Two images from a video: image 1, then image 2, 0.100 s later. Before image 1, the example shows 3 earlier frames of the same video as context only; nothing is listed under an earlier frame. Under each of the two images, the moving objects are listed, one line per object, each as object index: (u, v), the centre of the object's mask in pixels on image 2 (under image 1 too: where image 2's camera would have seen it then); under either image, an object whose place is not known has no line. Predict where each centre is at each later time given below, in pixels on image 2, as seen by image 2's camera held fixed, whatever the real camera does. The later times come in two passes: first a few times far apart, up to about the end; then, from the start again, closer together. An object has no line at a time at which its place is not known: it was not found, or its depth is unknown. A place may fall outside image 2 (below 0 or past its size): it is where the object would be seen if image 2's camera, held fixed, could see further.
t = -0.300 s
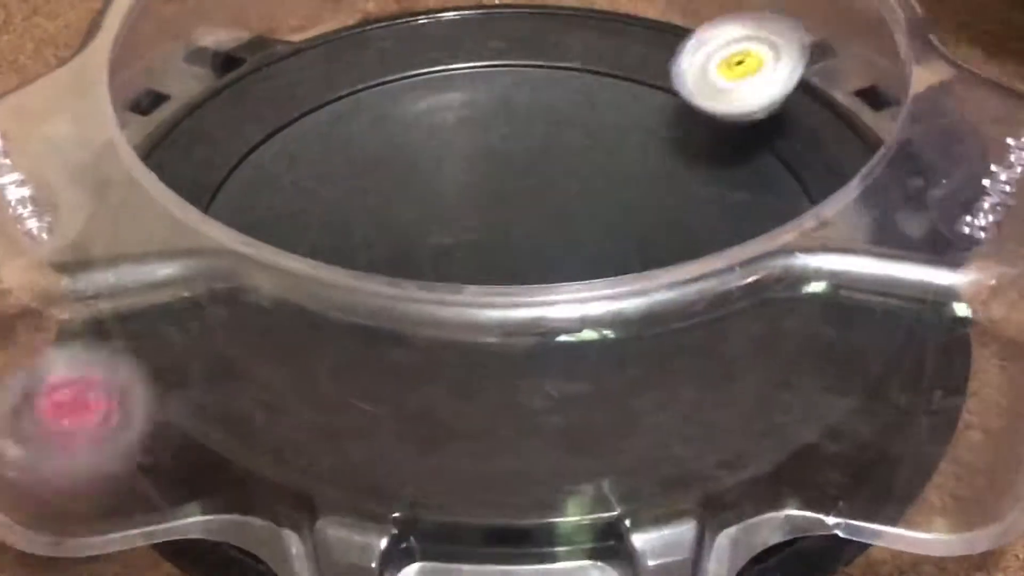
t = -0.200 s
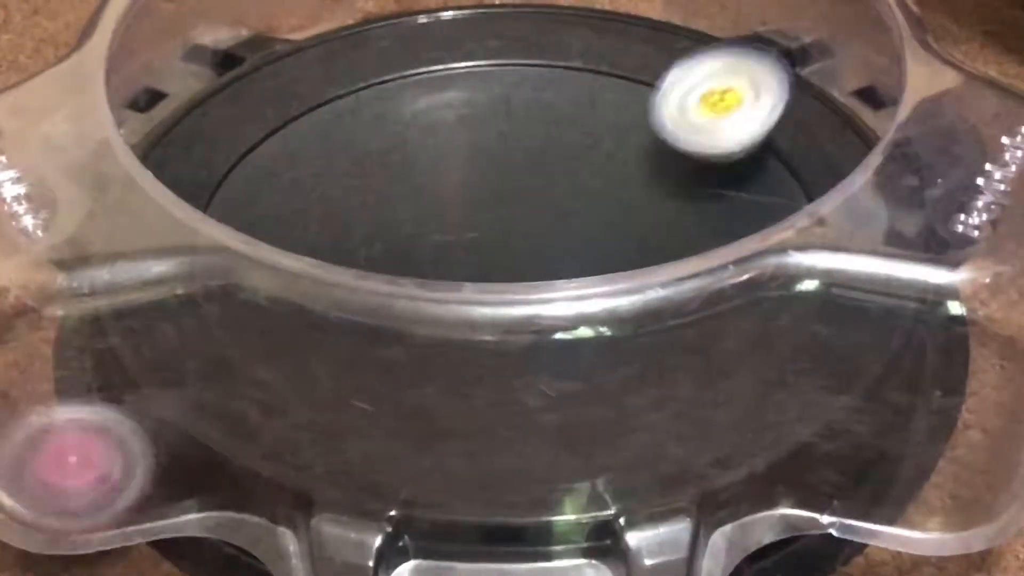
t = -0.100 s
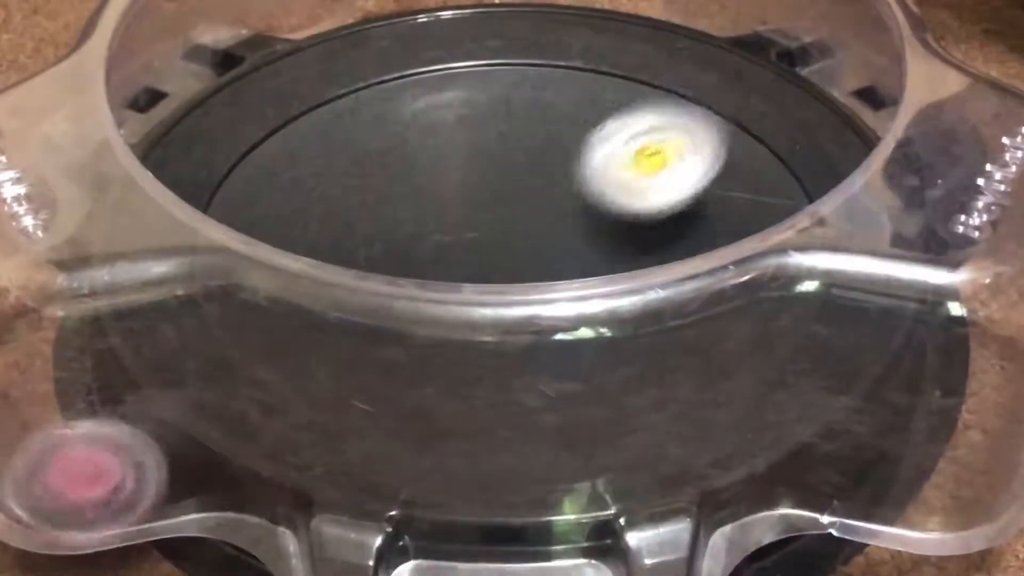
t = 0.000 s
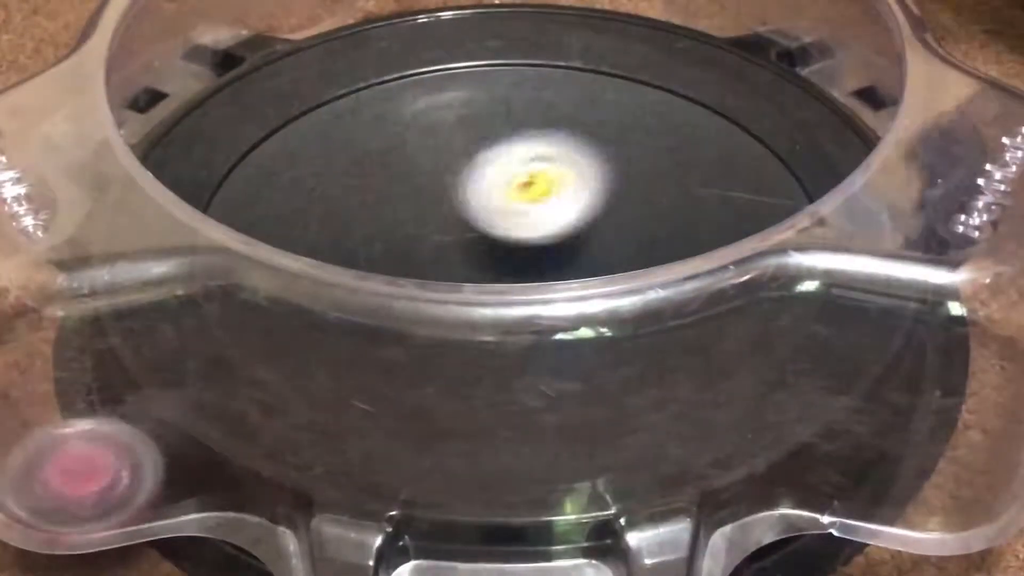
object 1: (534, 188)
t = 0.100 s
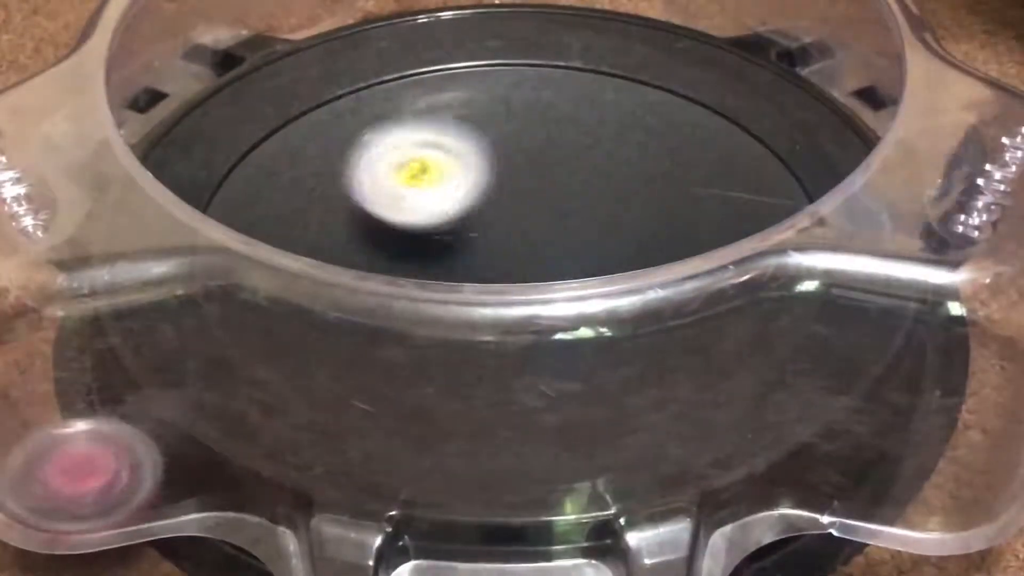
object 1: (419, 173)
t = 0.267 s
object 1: (323, 96)
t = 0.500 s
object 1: (473, 73)
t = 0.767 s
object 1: (496, 236)
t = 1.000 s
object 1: (253, 254)
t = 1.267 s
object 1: (364, 115)
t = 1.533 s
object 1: (681, 250)
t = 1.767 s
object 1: (502, 379)
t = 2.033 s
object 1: (364, 214)
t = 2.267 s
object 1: (654, 123)
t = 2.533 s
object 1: (785, 249)
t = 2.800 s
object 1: (439, 272)
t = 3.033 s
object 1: (409, 112)
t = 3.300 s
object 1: (625, 65)
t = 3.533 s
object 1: (626, 231)
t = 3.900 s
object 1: (273, 226)
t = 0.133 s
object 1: (389, 161)
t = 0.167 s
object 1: (363, 148)
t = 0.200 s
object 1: (343, 132)
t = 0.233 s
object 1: (329, 112)
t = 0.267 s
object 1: (323, 96)
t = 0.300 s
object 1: (323, 78)
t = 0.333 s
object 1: (329, 63)
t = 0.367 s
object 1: (351, 58)
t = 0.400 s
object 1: (381, 62)
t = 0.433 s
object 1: (412, 63)
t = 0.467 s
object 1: (443, 67)
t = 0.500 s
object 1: (473, 73)
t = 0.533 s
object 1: (499, 83)
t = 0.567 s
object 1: (519, 102)
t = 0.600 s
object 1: (535, 124)
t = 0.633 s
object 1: (541, 152)
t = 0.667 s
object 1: (540, 178)
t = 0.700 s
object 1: (533, 203)
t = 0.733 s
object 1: (517, 226)
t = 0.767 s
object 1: (496, 236)
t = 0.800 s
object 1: (470, 250)
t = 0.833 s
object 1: (432, 271)
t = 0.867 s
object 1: (398, 281)
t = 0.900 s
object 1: (357, 279)
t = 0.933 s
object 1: (320, 282)
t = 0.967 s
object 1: (284, 263)
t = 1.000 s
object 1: (253, 254)
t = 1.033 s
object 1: (231, 232)
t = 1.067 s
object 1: (216, 201)
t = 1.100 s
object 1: (223, 173)
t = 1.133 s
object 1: (224, 157)
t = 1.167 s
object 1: (246, 142)
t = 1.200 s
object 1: (277, 124)
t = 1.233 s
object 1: (318, 118)
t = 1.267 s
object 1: (364, 115)
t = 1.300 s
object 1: (412, 118)
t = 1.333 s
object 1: (459, 127)
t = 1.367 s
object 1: (505, 137)
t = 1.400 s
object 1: (552, 155)
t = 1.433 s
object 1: (593, 174)
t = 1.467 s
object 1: (632, 199)
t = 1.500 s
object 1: (658, 217)
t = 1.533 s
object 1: (681, 250)
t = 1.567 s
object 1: (694, 276)
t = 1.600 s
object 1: (696, 307)
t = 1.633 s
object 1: (685, 339)
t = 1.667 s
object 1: (658, 359)
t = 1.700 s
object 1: (616, 373)
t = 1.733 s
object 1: (558, 379)
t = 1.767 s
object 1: (502, 379)
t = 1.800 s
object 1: (450, 373)
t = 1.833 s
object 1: (404, 365)
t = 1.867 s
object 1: (364, 343)
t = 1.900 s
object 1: (337, 323)
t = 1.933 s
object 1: (326, 296)
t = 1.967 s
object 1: (330, 266)
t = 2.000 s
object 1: (345, 231)
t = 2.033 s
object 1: (364, 214)
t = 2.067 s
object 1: (395, 191)
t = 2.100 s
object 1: (430, 172)
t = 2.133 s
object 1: (472, 154)
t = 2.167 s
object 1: (516, 141)
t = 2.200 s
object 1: (562, 131)
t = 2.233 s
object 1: (606, 126)
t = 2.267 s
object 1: (654, 123)
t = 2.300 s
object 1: (694, 127)
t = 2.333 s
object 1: (732, 132)
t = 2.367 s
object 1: (762, 144)
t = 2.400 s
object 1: (785, 155)
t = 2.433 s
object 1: (793, 165)
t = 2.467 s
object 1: (811, 187)
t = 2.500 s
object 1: (802, 206)
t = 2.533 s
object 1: (785, 249)
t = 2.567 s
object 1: (756, 275)
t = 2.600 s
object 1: (719, 297)
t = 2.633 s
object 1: (671, 312)
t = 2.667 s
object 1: (622, 329)
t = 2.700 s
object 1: (570, 329)
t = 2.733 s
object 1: (511, 310)
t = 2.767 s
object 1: (470, 300)
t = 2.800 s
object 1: (439, 272)
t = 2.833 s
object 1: (417, 241)
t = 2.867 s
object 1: (397, 224)
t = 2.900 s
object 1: (387, 204)
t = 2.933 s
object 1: (383, 178)
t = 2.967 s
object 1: (385, 156)
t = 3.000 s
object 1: (396, 133)
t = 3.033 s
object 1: (409, 112)
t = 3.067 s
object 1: (428, 94)
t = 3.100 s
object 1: (449, 78)
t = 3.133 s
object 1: (473, 64)
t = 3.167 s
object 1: (501, 54)
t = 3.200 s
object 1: (531, 50)
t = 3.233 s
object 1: (562, 49)
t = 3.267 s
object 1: (595, 55)
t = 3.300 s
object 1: (625, 65)
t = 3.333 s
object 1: (651, 83)
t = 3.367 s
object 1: (670, 107)
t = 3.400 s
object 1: (679, 135)
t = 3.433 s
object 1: (679, 163)
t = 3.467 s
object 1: (670, 192)
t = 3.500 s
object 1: (653, 215)
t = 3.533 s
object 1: (626, 231)
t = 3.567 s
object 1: (592, 246)
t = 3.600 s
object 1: (559, 254)
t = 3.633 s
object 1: (521, 260)
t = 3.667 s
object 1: (482, 297)
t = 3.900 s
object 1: (273, 226)
